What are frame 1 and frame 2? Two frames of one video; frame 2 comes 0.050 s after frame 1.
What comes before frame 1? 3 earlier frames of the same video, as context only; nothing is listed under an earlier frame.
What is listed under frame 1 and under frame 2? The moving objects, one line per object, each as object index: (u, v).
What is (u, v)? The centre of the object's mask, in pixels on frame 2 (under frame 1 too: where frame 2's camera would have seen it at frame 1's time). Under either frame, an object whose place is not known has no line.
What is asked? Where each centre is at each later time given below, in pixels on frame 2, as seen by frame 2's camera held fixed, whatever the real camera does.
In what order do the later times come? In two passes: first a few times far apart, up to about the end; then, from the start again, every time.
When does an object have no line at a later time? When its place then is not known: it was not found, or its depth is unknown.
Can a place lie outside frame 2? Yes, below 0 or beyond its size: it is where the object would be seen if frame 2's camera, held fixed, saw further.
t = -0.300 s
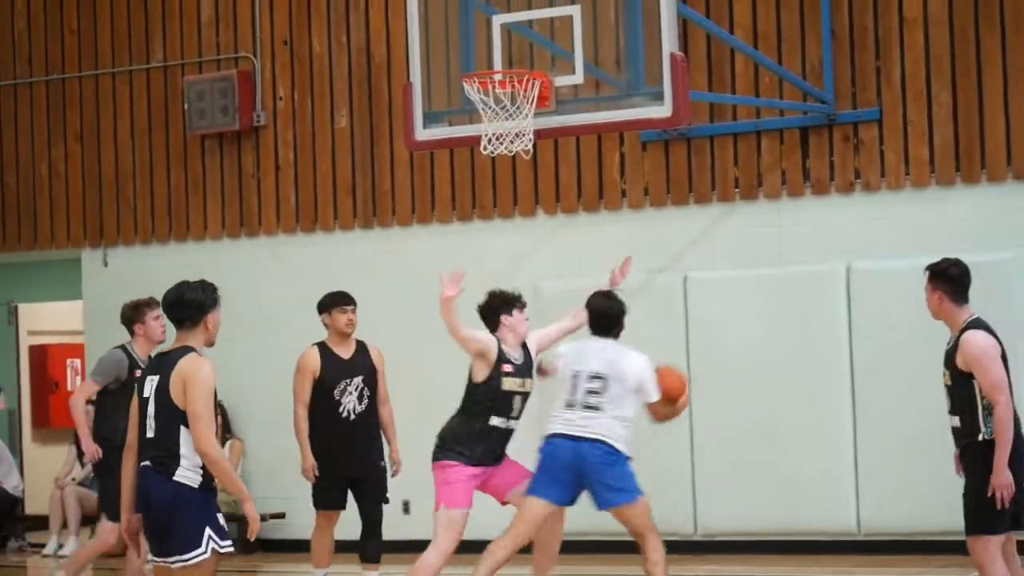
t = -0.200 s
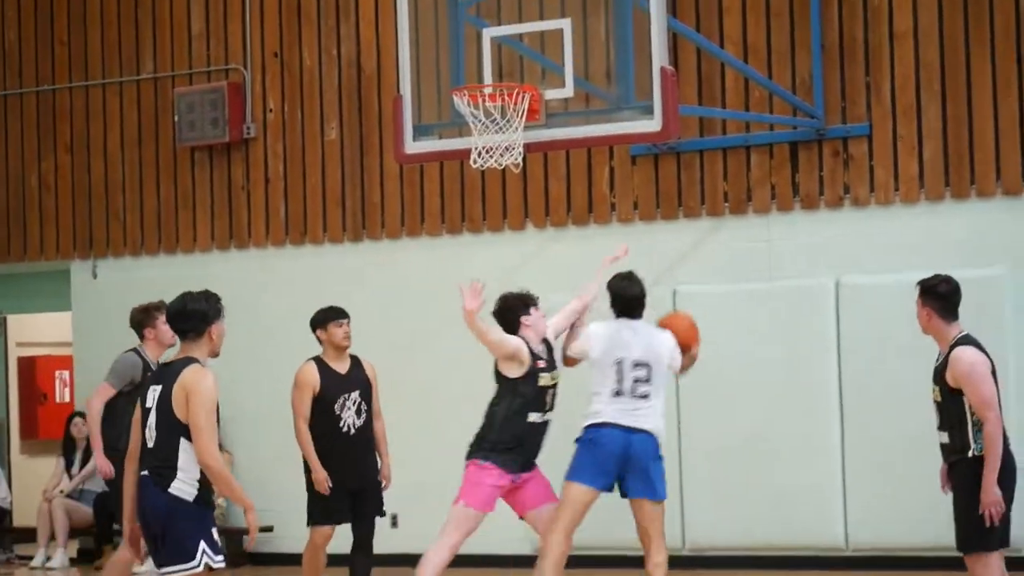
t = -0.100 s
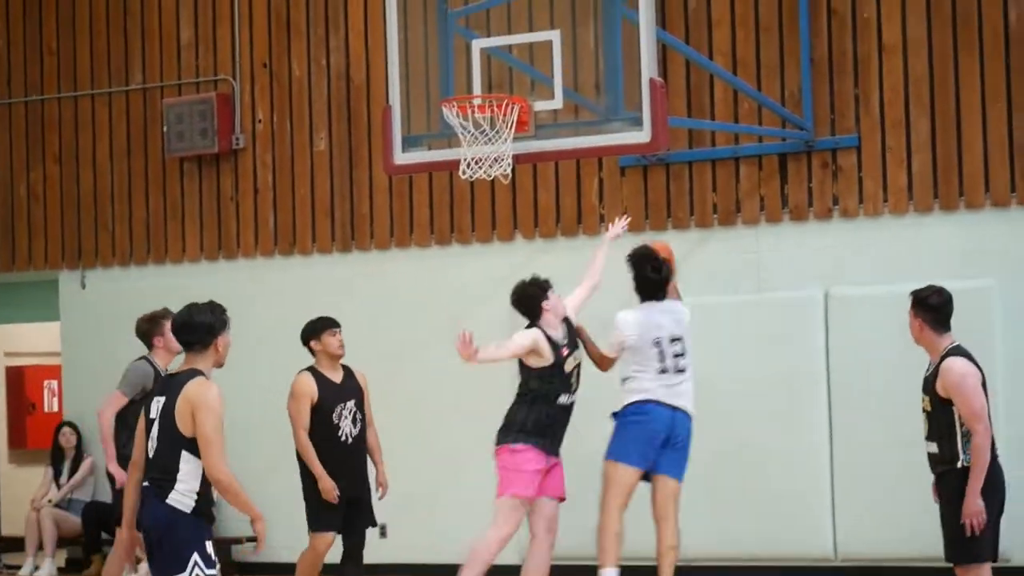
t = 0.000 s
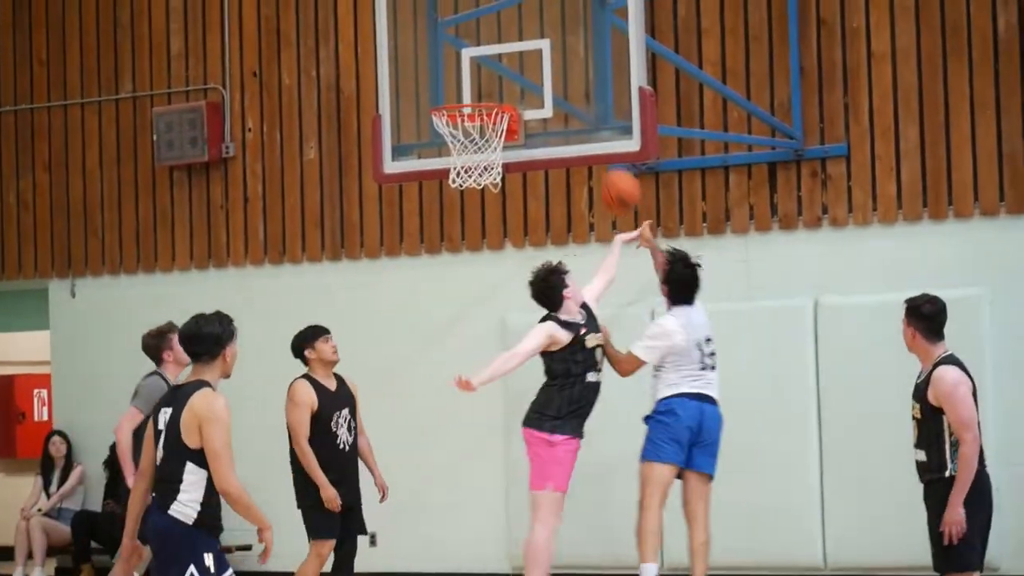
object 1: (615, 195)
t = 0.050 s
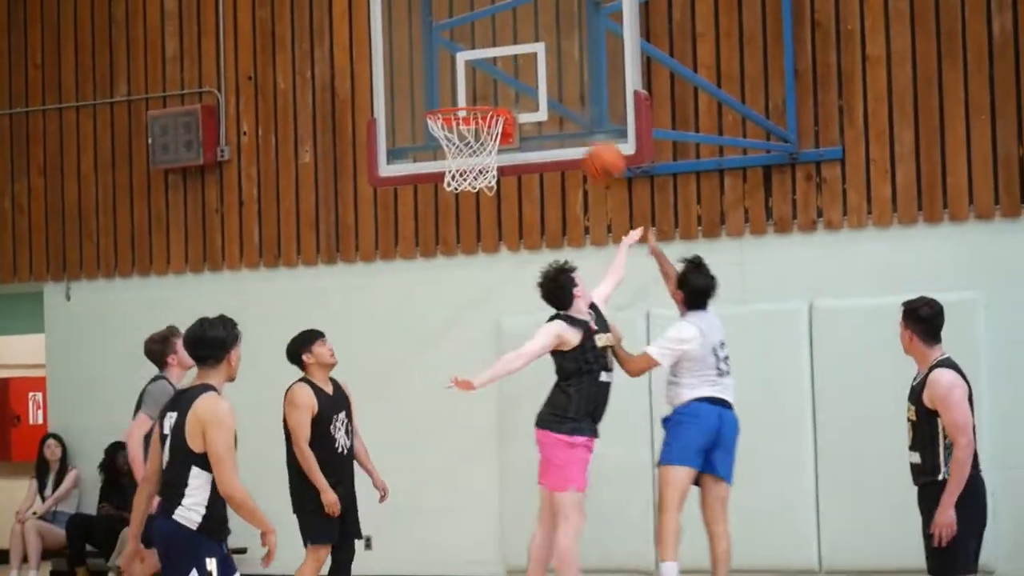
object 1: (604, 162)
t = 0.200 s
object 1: (572, 98)
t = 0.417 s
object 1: (512, 84)
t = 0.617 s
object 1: (488, 80)
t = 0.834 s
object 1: (465, 95)
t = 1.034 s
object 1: (446, 164)
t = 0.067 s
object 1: (600, 153)
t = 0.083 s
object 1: (597, 144)
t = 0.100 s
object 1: (593, 136)
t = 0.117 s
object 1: (590, 128)
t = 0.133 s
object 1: (586, 121)
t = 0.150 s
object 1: (583, 114)
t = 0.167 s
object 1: (581, 109)
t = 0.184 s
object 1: (577, 103)
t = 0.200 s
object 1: (572, 98)
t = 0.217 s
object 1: (570, 93)
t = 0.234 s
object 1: (568, 90)
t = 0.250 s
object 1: (563, 87)
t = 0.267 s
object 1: (556, 84)
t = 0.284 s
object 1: (552, 82)
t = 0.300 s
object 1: (548, 81)
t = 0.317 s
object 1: (542, 80)
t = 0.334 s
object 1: (538, 79)
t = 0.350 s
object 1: (532, 79)
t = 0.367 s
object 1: (527, 80)
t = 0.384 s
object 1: (521, 81)
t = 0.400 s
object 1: (517, 82)
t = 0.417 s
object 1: (512, 84)
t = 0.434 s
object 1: (507, 87)
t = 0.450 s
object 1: (504, 88)
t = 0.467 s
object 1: (502, 85)
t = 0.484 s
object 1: (500, 83)
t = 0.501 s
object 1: (499, 80)
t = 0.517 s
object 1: (497, 79)
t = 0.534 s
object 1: (496, 78)
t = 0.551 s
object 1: (494, 78)
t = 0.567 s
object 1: (493, 78)
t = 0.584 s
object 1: (491, 78)
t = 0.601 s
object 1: (489, 79)
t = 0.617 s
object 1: (488, 80)
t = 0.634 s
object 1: (486, 81)
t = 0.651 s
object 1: (485, 83)
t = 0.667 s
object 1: (484, 85)
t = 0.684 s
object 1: (482, 88)
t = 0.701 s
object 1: (480, 89)
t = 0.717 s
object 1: (479, 89)
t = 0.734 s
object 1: (477, 89)
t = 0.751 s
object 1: (475, 89)
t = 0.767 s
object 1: (474, 90)
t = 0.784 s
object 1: (472, 91)
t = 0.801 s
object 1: (471, 92)
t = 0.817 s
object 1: (467, 94)
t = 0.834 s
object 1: (465, 95)
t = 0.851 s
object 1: (462, 97)
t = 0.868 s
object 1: (460, 98)
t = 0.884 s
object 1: (459, 100)
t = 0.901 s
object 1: (457, 117)
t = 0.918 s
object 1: (455, 122)
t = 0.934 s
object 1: (455, 127)
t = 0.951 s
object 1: (453, 133)
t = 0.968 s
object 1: (450, 141)
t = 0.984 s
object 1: (450, 146)
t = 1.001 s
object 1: (449, 155)
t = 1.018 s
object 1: (447, 160)
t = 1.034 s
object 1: (446, 164)
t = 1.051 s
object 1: (446, 172)
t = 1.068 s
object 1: (448, 185)
